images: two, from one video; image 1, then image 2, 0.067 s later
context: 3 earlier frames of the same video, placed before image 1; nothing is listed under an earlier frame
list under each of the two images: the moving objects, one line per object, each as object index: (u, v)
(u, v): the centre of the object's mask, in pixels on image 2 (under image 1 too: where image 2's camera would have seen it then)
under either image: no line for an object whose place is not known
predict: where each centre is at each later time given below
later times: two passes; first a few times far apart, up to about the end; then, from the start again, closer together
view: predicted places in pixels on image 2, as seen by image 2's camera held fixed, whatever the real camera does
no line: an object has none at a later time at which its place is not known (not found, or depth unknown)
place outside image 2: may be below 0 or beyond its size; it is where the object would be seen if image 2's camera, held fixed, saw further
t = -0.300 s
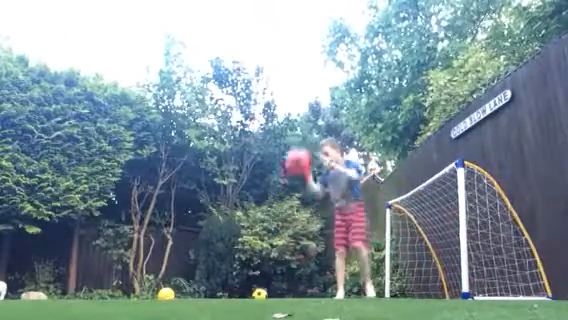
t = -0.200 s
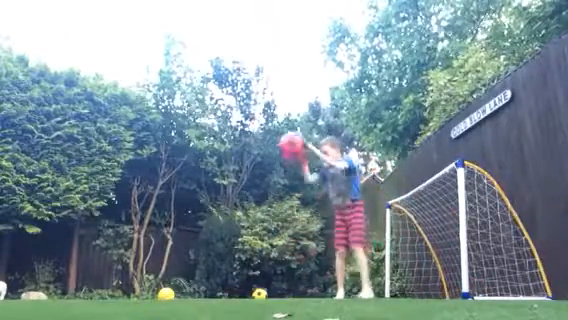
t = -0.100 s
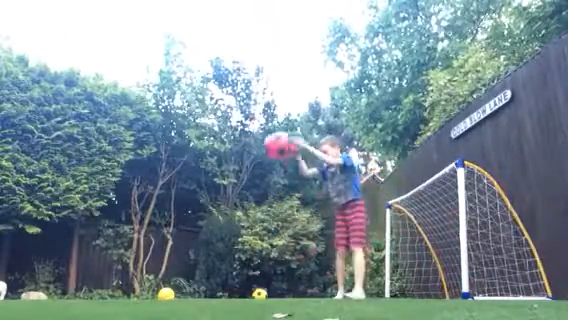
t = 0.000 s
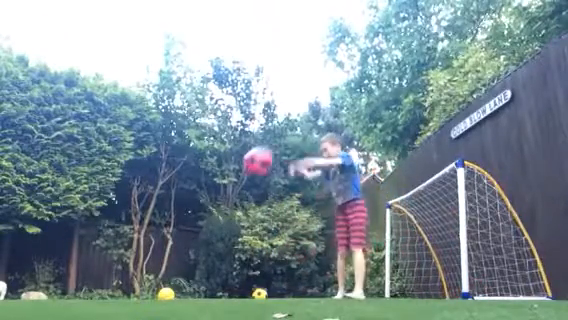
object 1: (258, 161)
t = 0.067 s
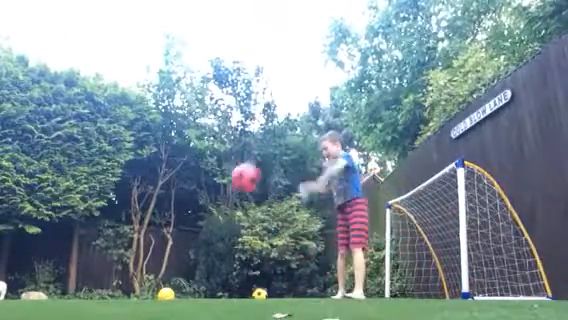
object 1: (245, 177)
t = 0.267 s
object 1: (204, 260)
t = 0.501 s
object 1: (180, 226)
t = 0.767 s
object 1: (156, 222)
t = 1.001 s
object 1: (127, 281)
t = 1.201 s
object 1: (112, 253)
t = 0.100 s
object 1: (238, 189)
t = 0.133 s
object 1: (232, 198)
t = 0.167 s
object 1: (225, 210)
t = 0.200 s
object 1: (217, 228)
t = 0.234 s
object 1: (210, 240)
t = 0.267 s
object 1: (204, 260)
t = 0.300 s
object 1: (199, 278)
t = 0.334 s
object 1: (194, 275)
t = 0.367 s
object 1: (192, 262)
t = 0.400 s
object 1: (189, 251)
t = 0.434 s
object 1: (187, 244)
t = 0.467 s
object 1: (184, 233)
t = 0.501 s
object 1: (180, 226)
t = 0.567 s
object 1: (174, 218)
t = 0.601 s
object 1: (172, 215)
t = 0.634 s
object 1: (168, 214)
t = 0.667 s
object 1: (166, 214)
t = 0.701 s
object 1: (163, 216)
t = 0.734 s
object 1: (159, 218)
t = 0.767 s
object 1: (156, 222)
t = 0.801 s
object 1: (152, 227)
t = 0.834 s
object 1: (147, 234)
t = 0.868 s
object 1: (143, 242)
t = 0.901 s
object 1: (139, 255)
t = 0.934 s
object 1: (133, 267)
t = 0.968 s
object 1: (129, 281)
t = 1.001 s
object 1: (127, 281)
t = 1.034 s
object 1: (122, 272)
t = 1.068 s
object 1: (119, 266)
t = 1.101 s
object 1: (117, 259)
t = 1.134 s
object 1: (115, 255)
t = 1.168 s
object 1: (114, 254)
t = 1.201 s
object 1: (112, 253)
